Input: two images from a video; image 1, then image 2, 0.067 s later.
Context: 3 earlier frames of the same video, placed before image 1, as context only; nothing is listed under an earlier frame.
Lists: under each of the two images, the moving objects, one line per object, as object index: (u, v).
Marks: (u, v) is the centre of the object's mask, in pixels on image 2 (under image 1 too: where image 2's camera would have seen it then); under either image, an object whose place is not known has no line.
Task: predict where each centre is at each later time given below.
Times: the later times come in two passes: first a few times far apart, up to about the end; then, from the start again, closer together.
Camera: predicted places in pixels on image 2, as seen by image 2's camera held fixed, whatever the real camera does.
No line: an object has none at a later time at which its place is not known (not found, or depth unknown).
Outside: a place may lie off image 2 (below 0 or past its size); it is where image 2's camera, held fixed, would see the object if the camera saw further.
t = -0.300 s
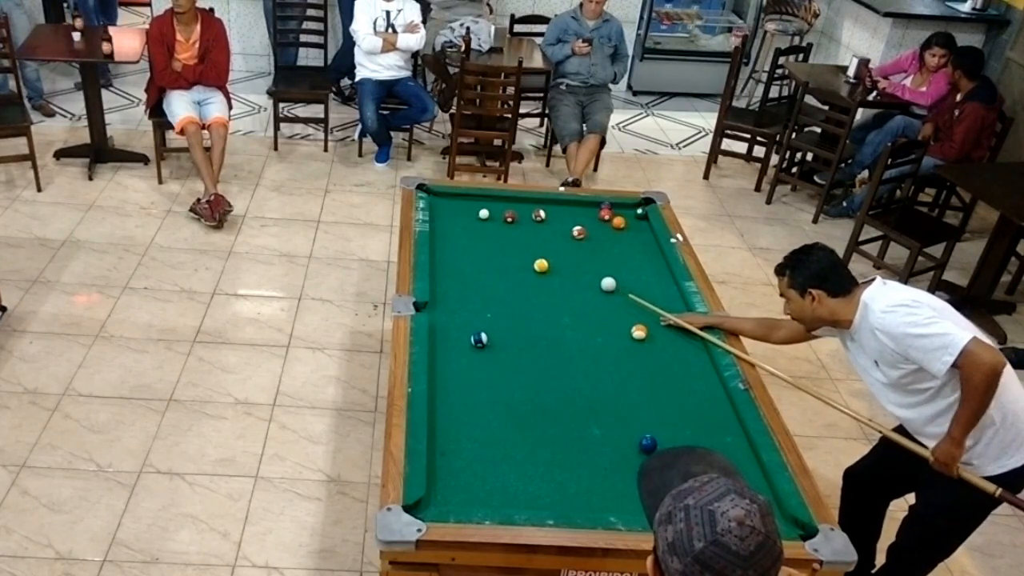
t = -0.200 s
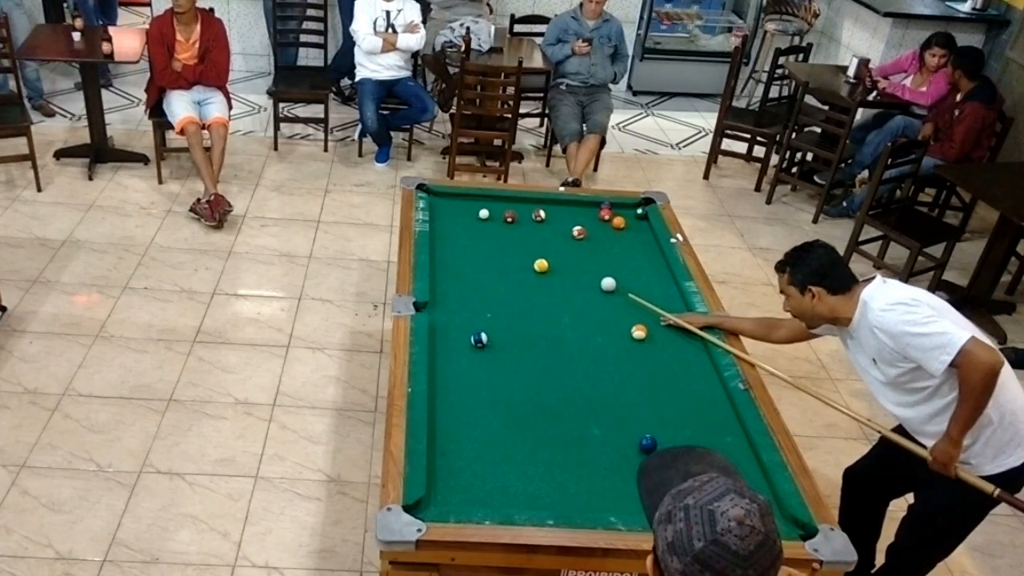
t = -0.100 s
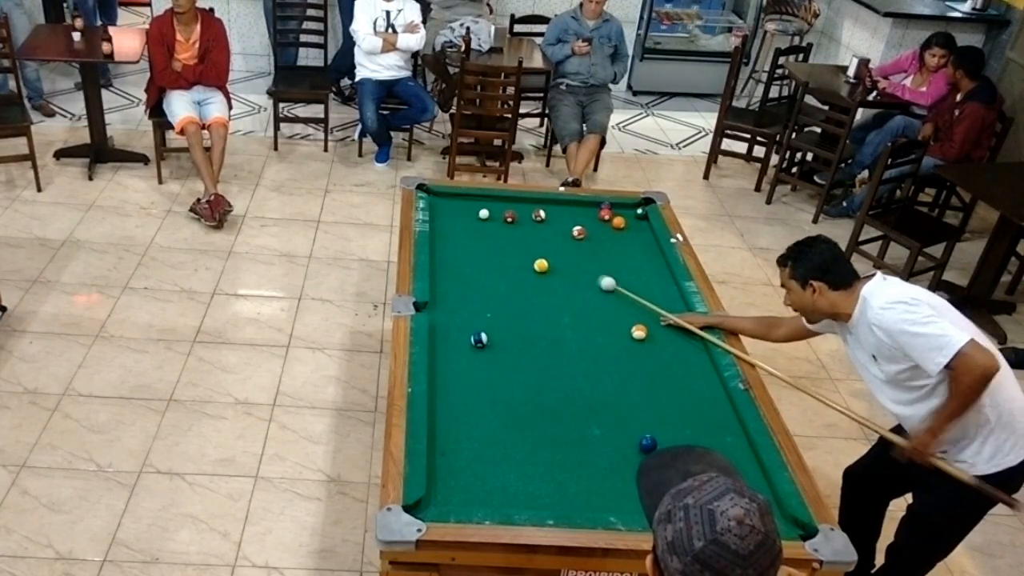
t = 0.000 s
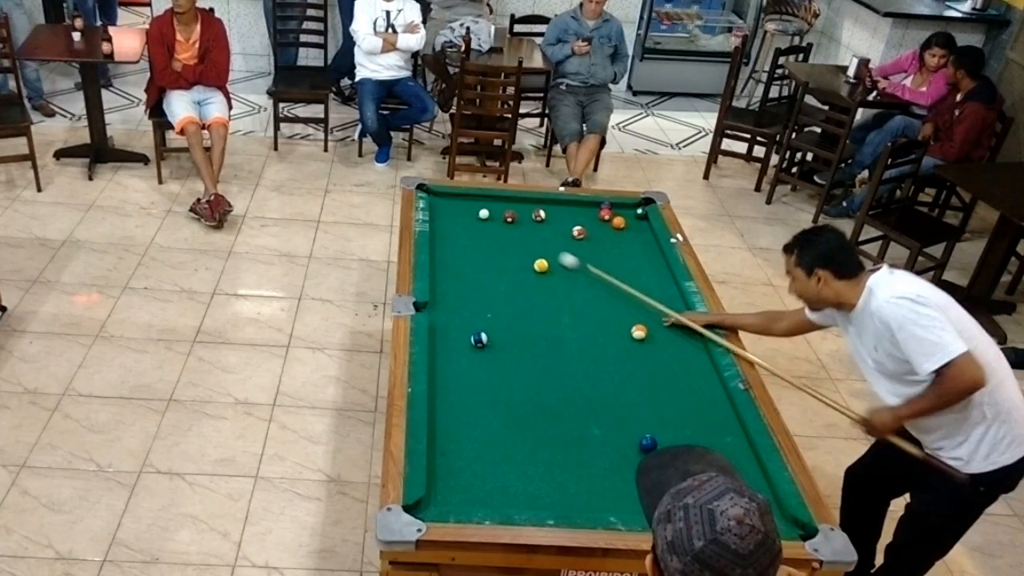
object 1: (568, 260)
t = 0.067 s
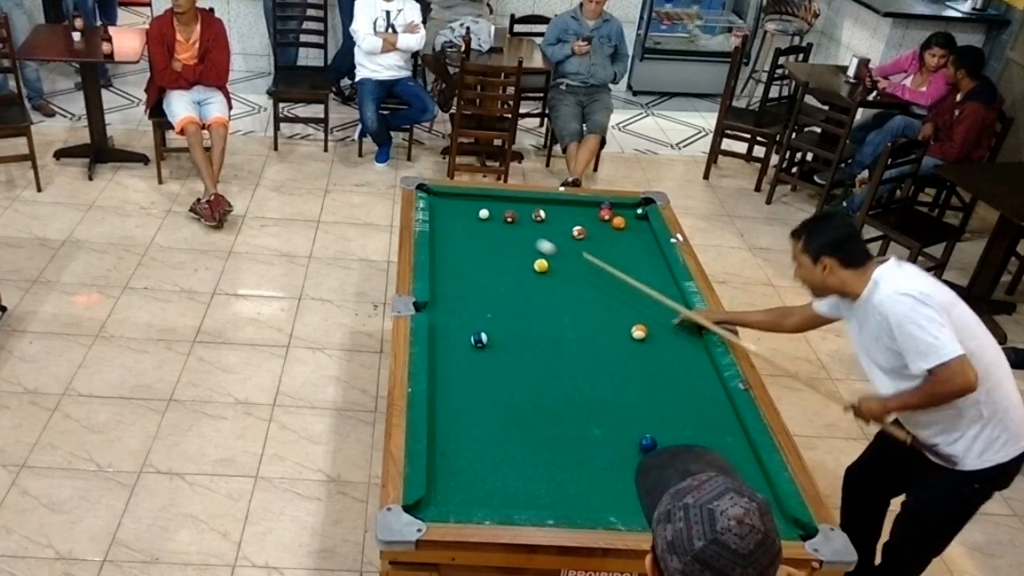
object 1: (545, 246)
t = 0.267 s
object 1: (494, 215)
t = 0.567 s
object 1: (482, 202)
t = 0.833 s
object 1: (474, 216)
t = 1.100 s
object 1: (465, 231)
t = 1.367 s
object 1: (456, 245)
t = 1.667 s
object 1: (446, 263)
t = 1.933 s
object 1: (437, 278)
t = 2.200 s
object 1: (440, 290)
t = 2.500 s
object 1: (445, 302)
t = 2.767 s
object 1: (451, 313)
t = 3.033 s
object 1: (456, 323)
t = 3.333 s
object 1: (461, 332)
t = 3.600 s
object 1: (463, 338)
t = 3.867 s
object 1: (463, 343)
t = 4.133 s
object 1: (463, 347)
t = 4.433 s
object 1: (463, 349)
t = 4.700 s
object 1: (463, 349)
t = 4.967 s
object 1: (463, 349)
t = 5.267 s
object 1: (463, 349)
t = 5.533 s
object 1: (463, 349)
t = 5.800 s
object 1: (463, 349)
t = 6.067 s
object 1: (463, 349)
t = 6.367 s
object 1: (463, 349)
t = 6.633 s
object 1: (463, 349)
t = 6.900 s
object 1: (463, 349)
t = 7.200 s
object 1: (463, 349)
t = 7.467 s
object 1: (463, 349)
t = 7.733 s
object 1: (463, 349)
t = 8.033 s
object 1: (463, 349)
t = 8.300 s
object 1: (463, 349)
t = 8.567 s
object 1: (463, 349)
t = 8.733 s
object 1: (463, 349)
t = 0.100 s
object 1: (535, 240)
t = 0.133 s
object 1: (524, 234)
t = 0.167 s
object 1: (514, 229)
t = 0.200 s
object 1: (503, 222)
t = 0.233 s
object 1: (495, 217)
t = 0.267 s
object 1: (494, 215)
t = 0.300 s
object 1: (494, 212)
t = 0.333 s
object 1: (493, 210)
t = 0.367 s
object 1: (491, 208)
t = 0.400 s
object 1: (490, 205)
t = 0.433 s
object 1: (488, 202)
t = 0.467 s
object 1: (486, 200)
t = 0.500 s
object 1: (484, 198)
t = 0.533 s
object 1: (483, 200)
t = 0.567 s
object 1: (482, 202)
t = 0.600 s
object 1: (481, 203)
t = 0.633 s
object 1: (480, 205)
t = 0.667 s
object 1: (479, 207)
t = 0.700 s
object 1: (478, 209)
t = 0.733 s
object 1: (477, 211)
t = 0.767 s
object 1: (476, 212)
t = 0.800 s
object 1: (475, 214)
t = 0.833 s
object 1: (474, 216)
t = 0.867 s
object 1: (473, 218)
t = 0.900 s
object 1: (472, 220)
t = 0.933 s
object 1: (471, 221)
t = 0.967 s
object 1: (470, 223)
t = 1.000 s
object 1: (468, 225)
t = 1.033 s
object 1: (467, 227)
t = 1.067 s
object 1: (466, 229)
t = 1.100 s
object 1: (465, 231)
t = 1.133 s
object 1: (464, 233)
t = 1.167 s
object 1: (463, 234)
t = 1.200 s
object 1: (462, 236)
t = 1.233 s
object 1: (461, 238)
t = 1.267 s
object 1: (460, 240)
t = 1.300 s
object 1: (459, 242)
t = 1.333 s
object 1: (458, 244)
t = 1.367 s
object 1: (456, 245)
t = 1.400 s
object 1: (455, 247)
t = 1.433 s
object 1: (454, 249)
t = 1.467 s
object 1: (453, 251)
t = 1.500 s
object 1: (452, 253)
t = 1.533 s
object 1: (451, 255)
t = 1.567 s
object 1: (450, 257)
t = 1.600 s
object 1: (448, 259)
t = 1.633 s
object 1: (447, 261)
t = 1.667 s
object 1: (446, 263)
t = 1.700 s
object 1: (445, 265)
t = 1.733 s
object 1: (444, 266)
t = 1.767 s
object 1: (443, 268)
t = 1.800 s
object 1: (442, 270)
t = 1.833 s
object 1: (440, 272)
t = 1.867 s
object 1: (439, 274)
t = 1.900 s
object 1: (438, 276)
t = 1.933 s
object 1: (437, 278)
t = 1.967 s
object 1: (436, 280)
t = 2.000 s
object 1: (437, 281)
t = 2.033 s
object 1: (437, 283)
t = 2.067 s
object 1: (438, 284)
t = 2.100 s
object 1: (438, 286)
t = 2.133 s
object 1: (439, 287)
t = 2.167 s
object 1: (439, 288)
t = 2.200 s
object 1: (440, 290)
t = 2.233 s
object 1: (440, 291)
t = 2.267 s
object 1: (441, 293)
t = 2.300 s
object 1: (442, 294)
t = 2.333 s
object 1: (442, 296)
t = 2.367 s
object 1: (443, 297)
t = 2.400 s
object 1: (444, 298)
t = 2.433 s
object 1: (444, 300)
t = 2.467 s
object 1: (445, 301)
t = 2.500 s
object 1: (445, 302)
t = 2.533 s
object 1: (446, 304)
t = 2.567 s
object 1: (447, 305)
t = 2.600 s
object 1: (447, 306)
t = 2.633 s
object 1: (448, 308)
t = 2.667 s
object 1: (449, 309)
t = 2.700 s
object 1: (449, 310)
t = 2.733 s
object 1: (450, 311)
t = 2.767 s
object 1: (451, 313)
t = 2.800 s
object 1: (451, 314)
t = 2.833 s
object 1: (452, 315)
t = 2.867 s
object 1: (452, 316)
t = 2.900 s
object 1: (453, 317)
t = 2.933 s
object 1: (454, 319)
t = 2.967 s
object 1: (455, 321)
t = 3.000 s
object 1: (456, 322)
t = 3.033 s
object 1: (456, 323)
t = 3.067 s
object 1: (457, 324)
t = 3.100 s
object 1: (457, 326)
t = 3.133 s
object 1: (458, 327)
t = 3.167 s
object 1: (459, 327)
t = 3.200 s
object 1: (459, 328)
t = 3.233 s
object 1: (460, 329)
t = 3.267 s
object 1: (460, 330)
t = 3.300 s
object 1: (461, 331)
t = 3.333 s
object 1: (461, 332)
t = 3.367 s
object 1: (462, 333)
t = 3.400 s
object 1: (462, 334)
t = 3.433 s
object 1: (463, 335)
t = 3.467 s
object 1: (463, 336)
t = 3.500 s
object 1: (463, 336)
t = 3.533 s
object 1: (463, 337)
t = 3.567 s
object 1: (463, 338)
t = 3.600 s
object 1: (463, 338)
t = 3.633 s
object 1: (463, 339)
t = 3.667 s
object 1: (463, 340)
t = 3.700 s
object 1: (463, 341)
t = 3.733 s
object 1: (463, 341)
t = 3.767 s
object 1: (463, 342)
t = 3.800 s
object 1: (463, 342)
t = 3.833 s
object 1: (463, 343)
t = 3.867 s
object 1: (463, 343)
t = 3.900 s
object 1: (462, 344)
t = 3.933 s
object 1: (463, 344)
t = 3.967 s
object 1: (463, 345)
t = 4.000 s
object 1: (462, 345)
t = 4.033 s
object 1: (462, 345)
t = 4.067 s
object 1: (463, 346)
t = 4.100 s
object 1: (463, 346)
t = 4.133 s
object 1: (463, 347)
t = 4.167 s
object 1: (463, 347)
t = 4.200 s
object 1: (463, 347)
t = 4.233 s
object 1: (463, 347)
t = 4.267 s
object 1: (463, 348)
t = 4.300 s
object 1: (463, 348)
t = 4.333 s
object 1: (463, 348)
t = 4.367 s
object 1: (463, 348)
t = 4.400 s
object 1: (463, 348)
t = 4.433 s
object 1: (463, 349)
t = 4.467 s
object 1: (463, 349)
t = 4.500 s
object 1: (463, 349)
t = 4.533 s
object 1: (463, 349)
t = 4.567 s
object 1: (463, 349)
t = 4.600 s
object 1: (463, 349)
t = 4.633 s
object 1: (463, 349)
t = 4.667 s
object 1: (463, 349)
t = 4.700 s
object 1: (463, 349)
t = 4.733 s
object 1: (463, 349)
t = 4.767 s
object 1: (463, 349)
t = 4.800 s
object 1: (463, 349)
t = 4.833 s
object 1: (463, 349)
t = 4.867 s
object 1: (463, 349)
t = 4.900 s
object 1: (463, 349)
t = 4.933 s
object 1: (463, 349)
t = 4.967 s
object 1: (463, 349)
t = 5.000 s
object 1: (463, 349)
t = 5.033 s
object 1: (463, 349)
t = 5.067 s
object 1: (463, 349)
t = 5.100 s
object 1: (463, 349)
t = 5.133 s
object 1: (463, 349)
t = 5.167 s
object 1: (463, 349)
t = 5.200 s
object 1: (463, 349)
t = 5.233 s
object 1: (463, 349)
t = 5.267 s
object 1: (463, 349)
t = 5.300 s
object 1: (463, 349)
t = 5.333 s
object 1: (463, 349)
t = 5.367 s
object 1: (463, 349)
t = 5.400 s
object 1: (463, 349)
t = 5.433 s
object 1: (463, 349)
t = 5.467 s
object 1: (463, 349)
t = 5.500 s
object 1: (463, 349)
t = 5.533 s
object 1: (463, 349)
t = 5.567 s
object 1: (463, 349)
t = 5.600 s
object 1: (463, 349)
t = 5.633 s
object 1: (463, 349)
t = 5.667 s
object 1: (463, 349)
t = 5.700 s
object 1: (463, 349)
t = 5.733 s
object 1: (463, 349)
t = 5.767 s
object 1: (463, 349)
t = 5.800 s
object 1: (463, 349)
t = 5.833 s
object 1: (463, 349)
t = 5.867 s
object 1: (463, 349)
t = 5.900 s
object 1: (463, 349)
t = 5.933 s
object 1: (463, 349)
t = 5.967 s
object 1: (463, 349)
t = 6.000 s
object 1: (463, 349)
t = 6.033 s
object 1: (463, 349)
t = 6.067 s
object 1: (463, 349)
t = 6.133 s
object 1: (463, 349)
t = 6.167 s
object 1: (463, 349)
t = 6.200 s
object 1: (463, 349)
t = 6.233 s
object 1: (463, 349)
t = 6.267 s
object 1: (463, 349)
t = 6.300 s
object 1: (463, 349)
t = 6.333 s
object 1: (463, 349)
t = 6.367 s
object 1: (463, 349)
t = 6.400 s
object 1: (463, 349)
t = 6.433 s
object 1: (463, 349)
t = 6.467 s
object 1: (463, 349)
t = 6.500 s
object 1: (463, 349)
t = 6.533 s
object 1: (463, 349)
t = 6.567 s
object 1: (463, 349)
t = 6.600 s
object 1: (463, 349)
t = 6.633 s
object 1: (463, 349)
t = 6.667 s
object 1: (463, 349)
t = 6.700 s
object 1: (463, 349)
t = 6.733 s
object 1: (463, 349)
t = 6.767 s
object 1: (463, 349)
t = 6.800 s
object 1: (463, 349)
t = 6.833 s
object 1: (463, 349)
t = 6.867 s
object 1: (463, 349)
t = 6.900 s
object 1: (463, 349)
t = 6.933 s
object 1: (463, 349)
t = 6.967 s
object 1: (463, 349)
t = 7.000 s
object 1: (463, 349)
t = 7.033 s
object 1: (463, 349)
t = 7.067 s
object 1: (463, 349)
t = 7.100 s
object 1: (463, 349)
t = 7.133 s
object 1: (463, 349)
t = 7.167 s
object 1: (463, 349)
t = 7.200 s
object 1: (463, 349)
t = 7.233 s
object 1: (463, 349)
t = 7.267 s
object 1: (463, 349)
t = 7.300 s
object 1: (463, 349)
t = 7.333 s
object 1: (463, 349)
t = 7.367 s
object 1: (463, 349)
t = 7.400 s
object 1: (463, 349)
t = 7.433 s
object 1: (463, 349)
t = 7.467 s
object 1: (463, 349)
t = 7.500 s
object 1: (463, 349)
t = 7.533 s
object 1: (463, 349)
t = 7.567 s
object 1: (463, 349)
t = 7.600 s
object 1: (463, 349)
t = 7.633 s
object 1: (463, 349)
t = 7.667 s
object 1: (463, 349)
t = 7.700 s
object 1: (463, 349)
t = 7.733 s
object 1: (463, 349)
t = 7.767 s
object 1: (463, 349)
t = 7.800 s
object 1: (463, 349)
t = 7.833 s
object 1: (463, 349)
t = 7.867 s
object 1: (463, 349)
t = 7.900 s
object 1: (463, 349)
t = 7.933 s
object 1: (463, 349)
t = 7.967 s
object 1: (463, 349)
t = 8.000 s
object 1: (463, 349)
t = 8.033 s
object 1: (463, 349)
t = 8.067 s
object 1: (463, 349)
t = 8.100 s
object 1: (463, 349)
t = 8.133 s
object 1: (463, 349)
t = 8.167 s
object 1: (463, 349)
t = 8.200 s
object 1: (463, 349)
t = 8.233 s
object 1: (463, 349)
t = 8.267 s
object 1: (463, 349)
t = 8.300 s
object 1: (463, 349)
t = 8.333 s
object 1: (463, 349)
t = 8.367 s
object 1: (463, 349)
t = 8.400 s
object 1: (463, 349)
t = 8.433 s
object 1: (463, 349)
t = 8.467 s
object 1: (463, 349)
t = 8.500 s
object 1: (463, 349)
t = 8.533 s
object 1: (463, 349)
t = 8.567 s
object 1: (463, 349)
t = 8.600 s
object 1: (463, 349)
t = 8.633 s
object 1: (463, 349)
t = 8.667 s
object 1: (463, 349)
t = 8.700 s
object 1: (463, 349)
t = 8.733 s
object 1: (463, 349)
